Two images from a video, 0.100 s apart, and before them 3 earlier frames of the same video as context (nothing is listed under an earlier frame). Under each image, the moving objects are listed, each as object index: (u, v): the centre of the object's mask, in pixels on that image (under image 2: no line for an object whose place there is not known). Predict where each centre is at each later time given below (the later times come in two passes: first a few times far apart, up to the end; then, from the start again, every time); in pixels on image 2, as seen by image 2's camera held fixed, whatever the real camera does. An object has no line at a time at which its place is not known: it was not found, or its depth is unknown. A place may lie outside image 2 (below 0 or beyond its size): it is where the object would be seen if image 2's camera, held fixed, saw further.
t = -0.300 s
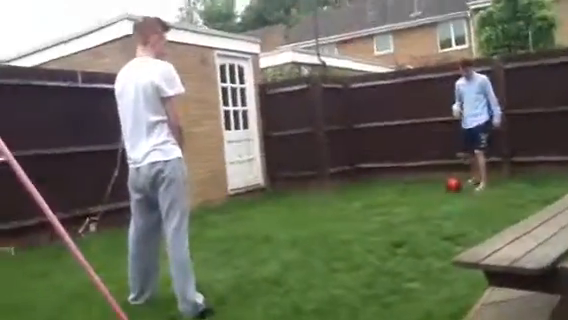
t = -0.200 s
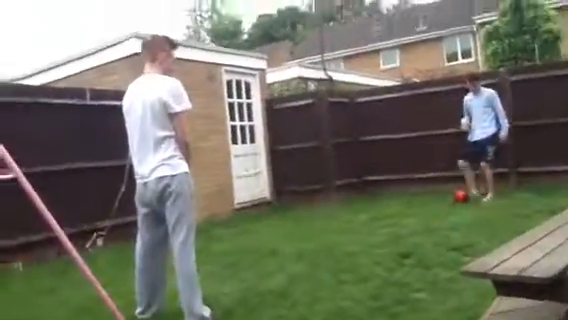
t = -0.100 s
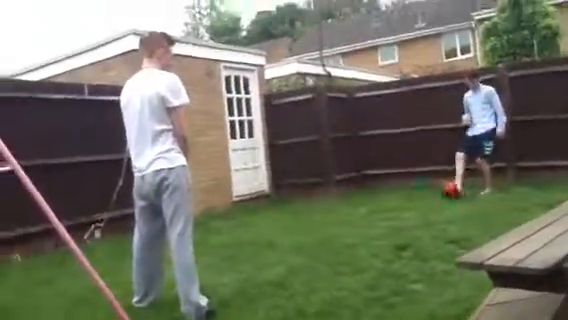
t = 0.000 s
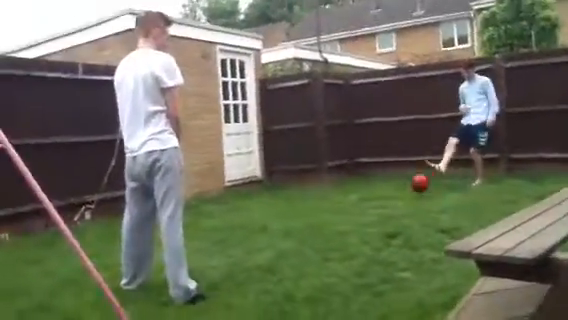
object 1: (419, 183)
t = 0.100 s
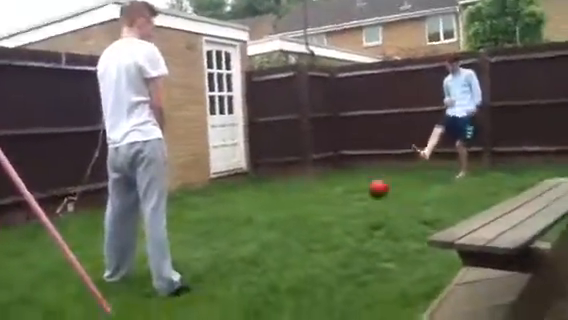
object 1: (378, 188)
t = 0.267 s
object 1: (347, 195)
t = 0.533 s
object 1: (289, 218)
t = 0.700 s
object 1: (240, 235)
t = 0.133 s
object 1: (370, 194)
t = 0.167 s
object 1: (364, 194)
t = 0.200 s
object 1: (359, 195)
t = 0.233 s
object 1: (353, 195)
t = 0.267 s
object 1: (347, 195)
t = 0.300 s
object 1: (341, 197)
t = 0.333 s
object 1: (335, 200)
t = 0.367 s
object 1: (329, 204)
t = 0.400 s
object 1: (322, 208)
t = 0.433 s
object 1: (314, 212)
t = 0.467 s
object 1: (305, 214)
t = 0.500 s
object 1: (297, 215)
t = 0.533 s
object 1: (289, 218)
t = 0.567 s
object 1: (280, 221)
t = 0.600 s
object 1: (272, 225)
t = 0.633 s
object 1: (262, 227)
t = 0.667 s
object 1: (252, 231)
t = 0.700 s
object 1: (240, 235)
